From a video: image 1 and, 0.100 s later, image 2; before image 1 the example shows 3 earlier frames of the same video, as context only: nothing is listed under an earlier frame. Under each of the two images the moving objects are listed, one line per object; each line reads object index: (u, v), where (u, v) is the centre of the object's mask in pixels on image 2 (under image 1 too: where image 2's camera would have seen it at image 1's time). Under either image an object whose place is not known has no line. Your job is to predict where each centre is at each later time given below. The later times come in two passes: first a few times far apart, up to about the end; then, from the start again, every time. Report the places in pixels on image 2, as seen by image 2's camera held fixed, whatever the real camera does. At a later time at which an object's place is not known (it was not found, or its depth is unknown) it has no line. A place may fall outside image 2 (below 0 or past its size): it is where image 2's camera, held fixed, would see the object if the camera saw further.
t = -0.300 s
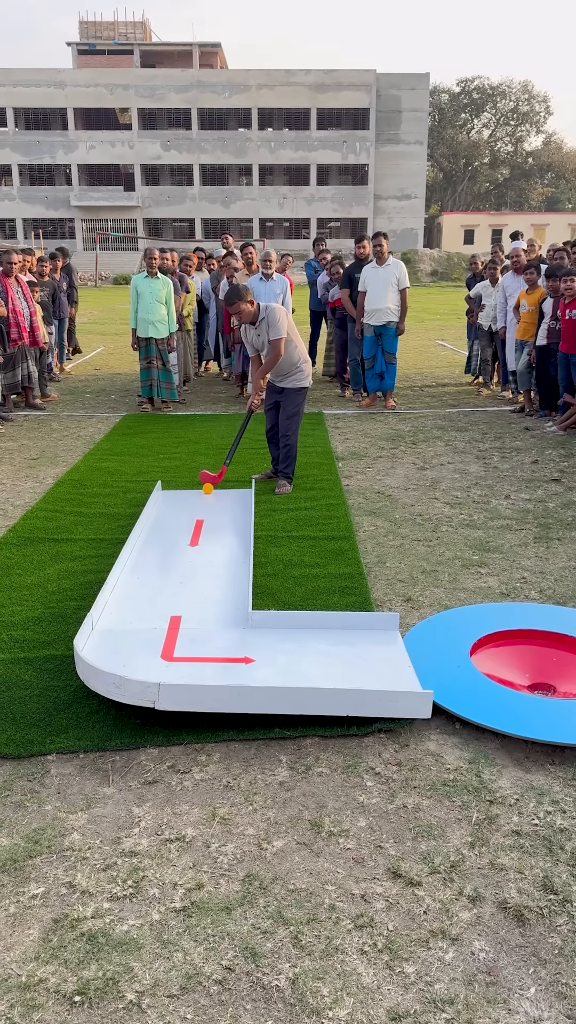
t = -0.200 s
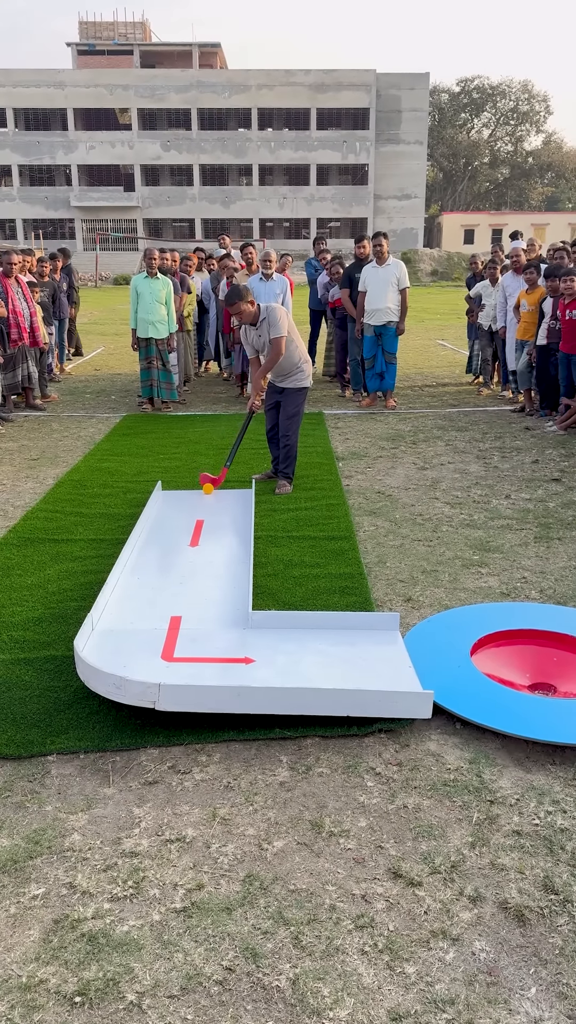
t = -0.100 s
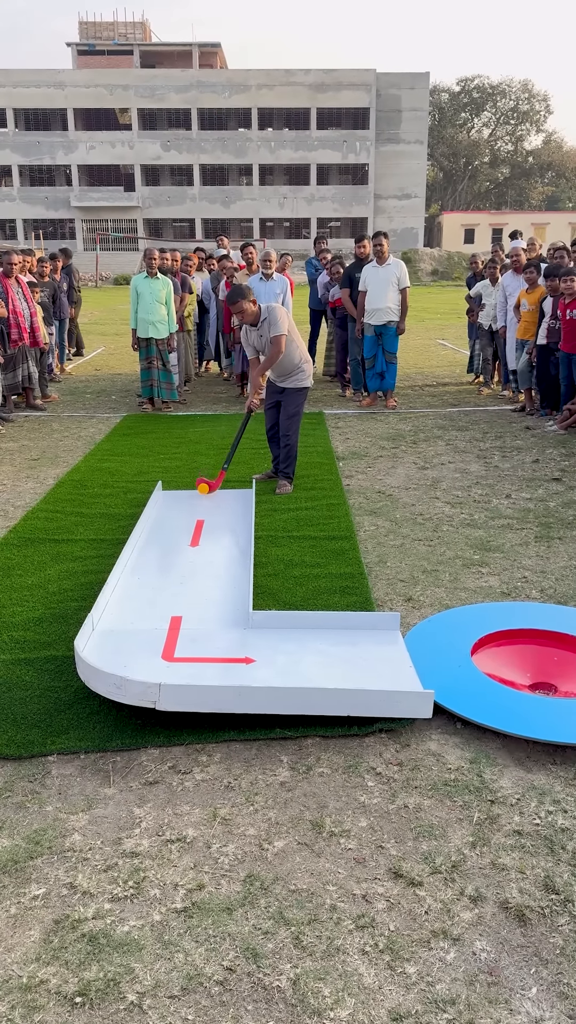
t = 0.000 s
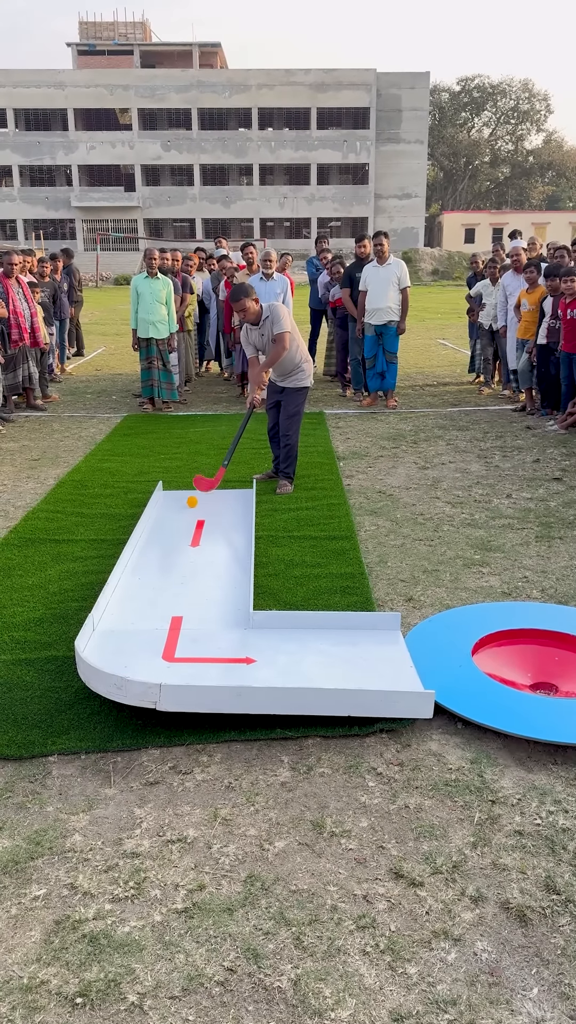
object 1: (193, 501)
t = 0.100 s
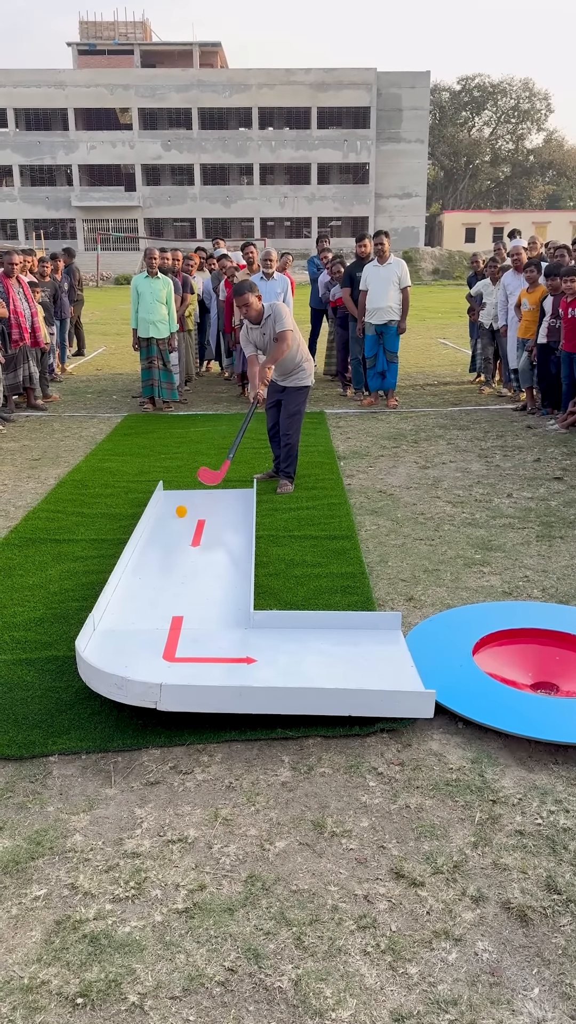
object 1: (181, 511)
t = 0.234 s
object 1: (167, 523)
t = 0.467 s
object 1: (141, 545)
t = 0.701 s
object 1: (133, 568)
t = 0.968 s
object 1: (126, 598)
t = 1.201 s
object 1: (122, 624)
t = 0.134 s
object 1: (177, 514)
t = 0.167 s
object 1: (174, 517)
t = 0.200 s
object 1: (171, 520)
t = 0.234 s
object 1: (167, 523)
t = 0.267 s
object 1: (164, 525)
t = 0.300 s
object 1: (160, 528)
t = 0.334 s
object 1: (156, 532)
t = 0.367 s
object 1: (152, 535)
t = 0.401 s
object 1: (149, 538)
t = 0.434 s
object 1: (145, 541)
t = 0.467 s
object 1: (141, 545)
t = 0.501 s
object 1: (138, 547)
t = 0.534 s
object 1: (138, 551)
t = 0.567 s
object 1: (136, 554)
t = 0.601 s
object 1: (136, 558)
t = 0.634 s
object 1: (134, 561)
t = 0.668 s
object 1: (134, 564)
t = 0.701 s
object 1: (133, 568)
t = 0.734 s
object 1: (132, 571)
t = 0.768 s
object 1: (131, 575)
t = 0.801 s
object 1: (130, 579)
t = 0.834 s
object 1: (129, 582)
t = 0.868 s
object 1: (128, 586)
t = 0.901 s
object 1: (127, 590)
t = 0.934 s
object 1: (127, 594)
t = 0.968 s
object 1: (126, 598)
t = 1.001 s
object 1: (125, 602)
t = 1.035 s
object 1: (125, 606)
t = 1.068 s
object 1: (124, 610)
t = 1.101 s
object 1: (123, 615)
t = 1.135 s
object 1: (123, 619)
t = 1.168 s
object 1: (122, 621)
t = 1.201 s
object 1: (122, 624)
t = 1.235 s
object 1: (122, 630)
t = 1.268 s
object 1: (122, 634)
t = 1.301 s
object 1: (122, 638)
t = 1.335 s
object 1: (121, 643)
